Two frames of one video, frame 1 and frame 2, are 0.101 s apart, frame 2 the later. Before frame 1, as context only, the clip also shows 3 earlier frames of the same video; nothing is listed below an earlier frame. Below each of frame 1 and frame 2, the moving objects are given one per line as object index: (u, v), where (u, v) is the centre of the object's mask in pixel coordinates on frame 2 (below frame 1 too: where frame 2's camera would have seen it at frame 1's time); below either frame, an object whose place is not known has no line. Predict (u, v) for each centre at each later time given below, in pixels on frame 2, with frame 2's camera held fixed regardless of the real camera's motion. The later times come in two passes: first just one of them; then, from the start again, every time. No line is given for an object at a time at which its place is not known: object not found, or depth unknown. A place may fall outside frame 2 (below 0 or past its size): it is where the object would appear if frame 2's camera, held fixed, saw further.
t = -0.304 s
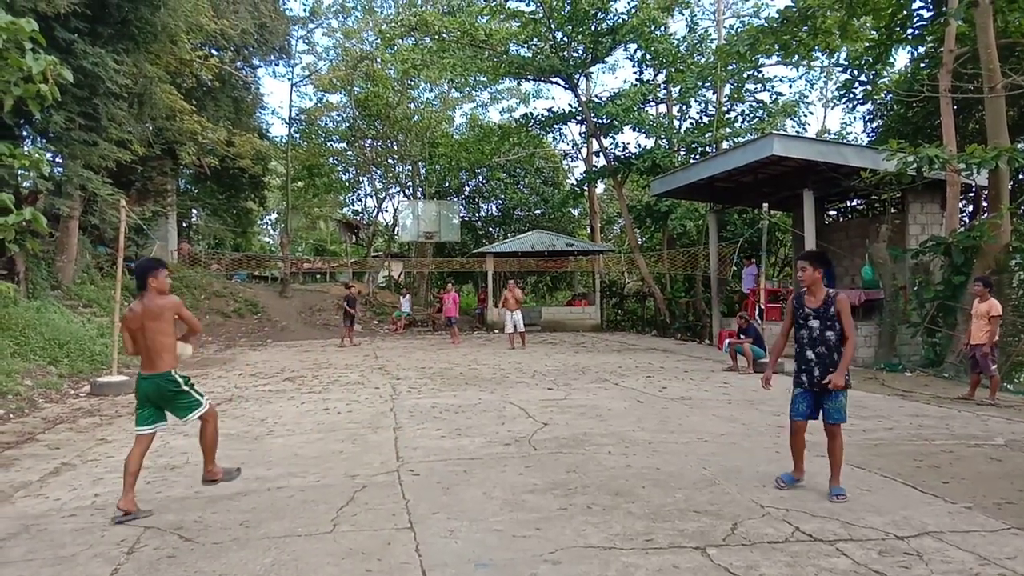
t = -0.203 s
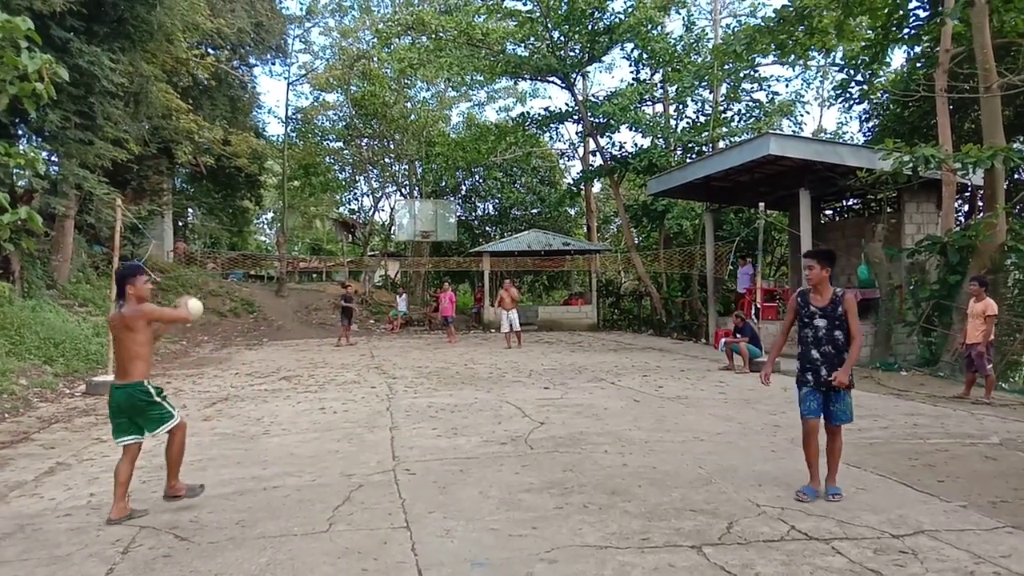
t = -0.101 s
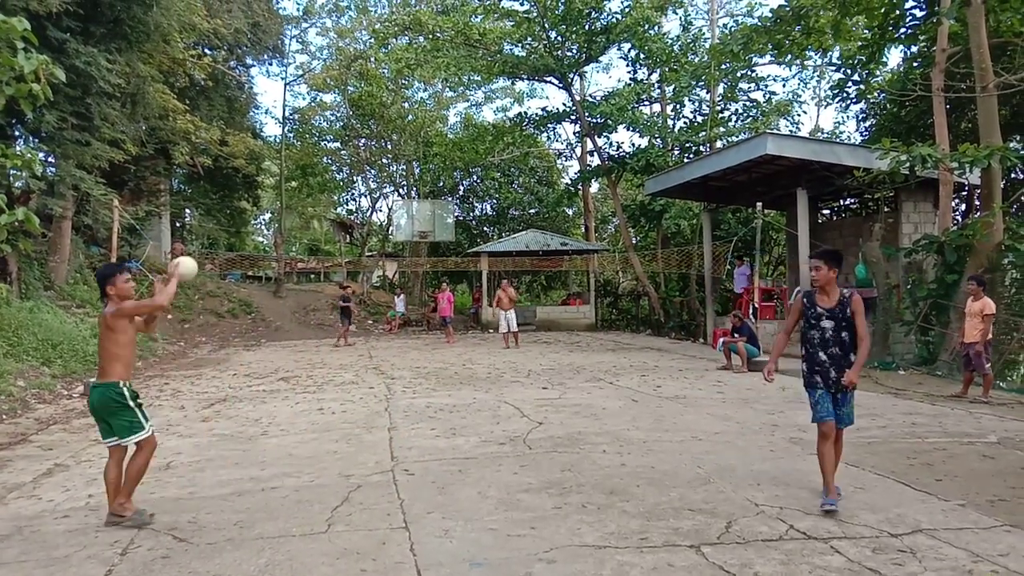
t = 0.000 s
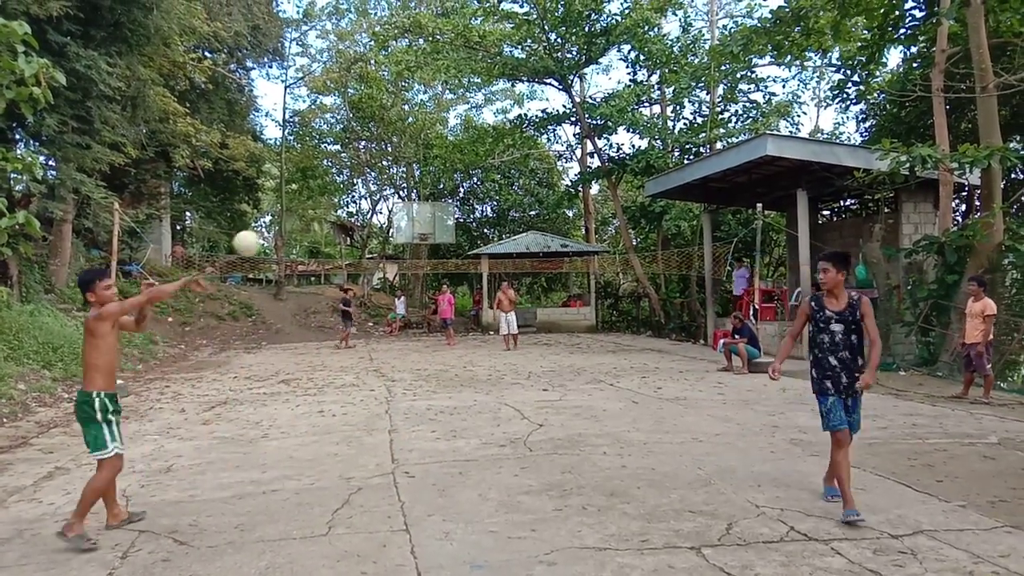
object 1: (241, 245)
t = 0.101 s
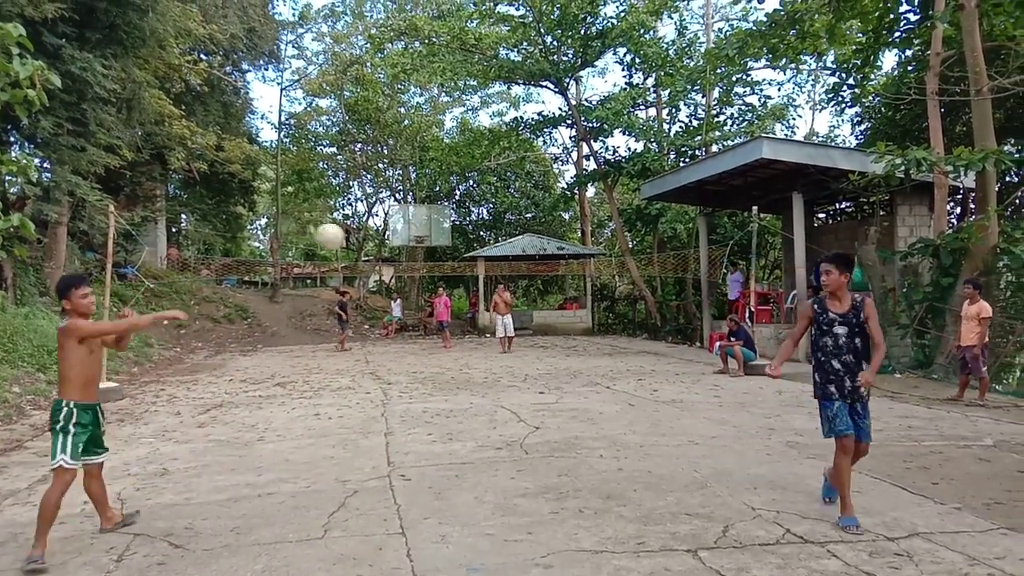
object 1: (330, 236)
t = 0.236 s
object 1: (456, 251)
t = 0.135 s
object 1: (360, 237)
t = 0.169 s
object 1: (392, 241)
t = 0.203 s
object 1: (424, 244)
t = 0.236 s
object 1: (456, 251)
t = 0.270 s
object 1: (490, 260)
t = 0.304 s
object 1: (525, 270)
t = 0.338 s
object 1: (562, 284)
